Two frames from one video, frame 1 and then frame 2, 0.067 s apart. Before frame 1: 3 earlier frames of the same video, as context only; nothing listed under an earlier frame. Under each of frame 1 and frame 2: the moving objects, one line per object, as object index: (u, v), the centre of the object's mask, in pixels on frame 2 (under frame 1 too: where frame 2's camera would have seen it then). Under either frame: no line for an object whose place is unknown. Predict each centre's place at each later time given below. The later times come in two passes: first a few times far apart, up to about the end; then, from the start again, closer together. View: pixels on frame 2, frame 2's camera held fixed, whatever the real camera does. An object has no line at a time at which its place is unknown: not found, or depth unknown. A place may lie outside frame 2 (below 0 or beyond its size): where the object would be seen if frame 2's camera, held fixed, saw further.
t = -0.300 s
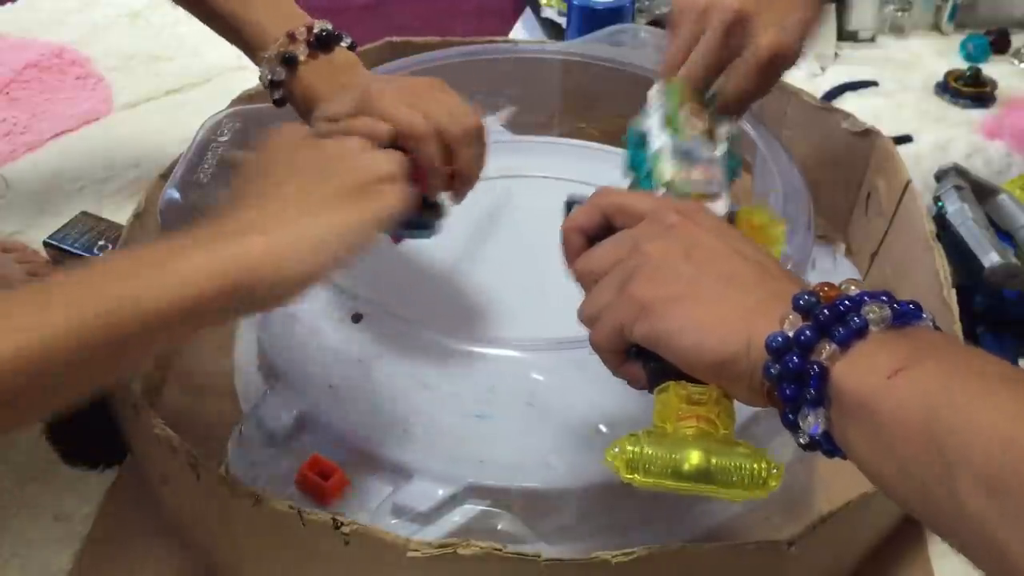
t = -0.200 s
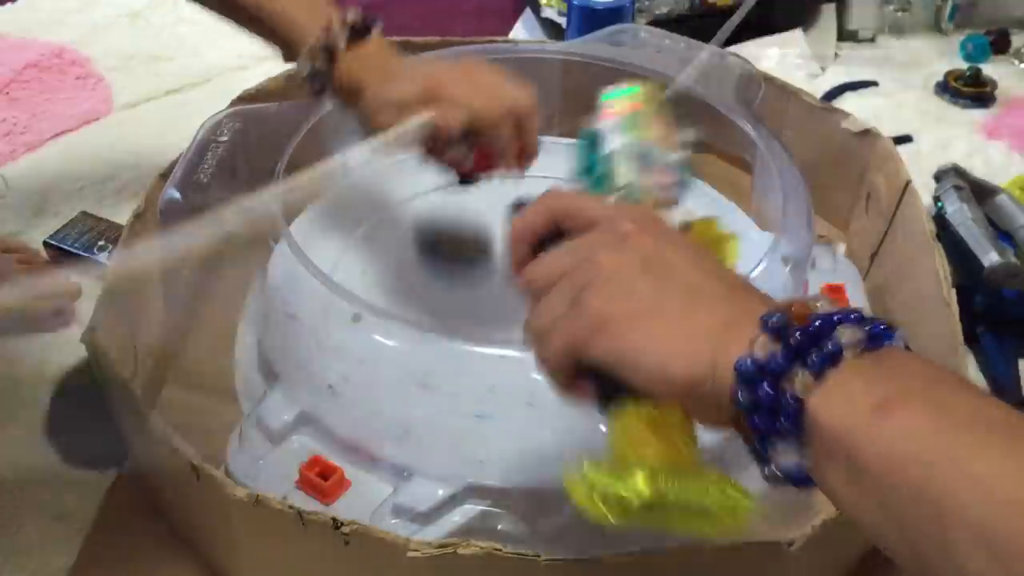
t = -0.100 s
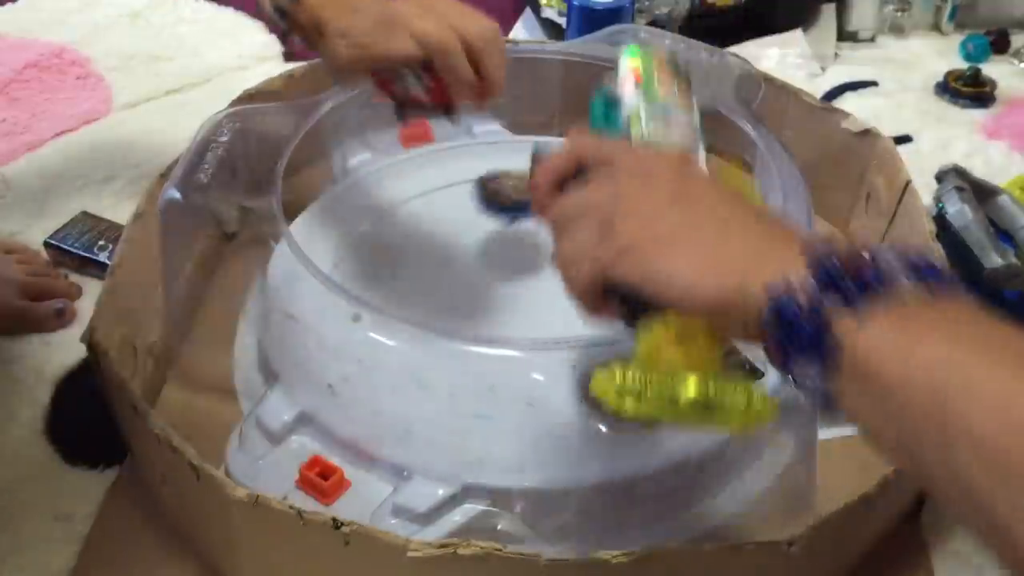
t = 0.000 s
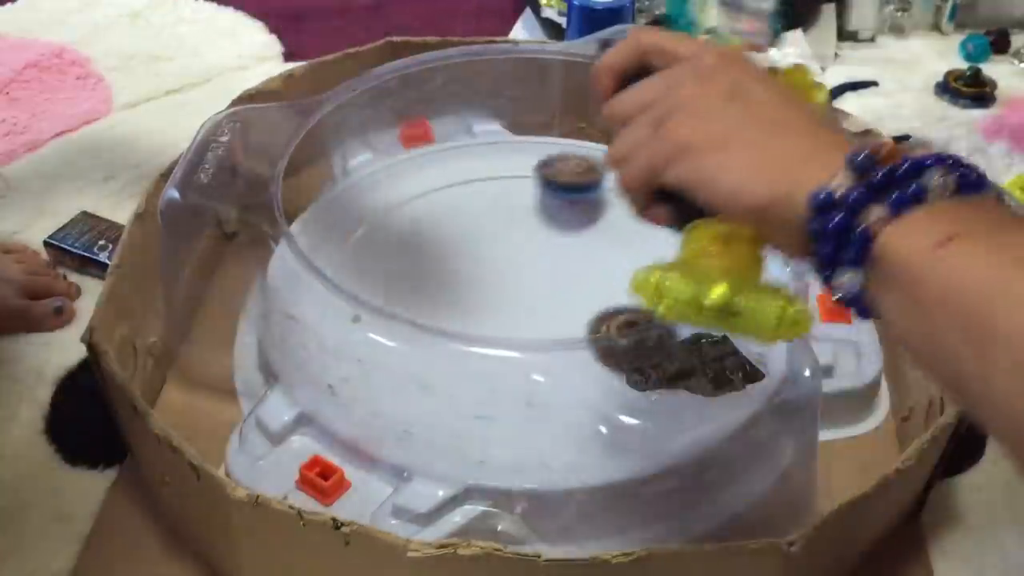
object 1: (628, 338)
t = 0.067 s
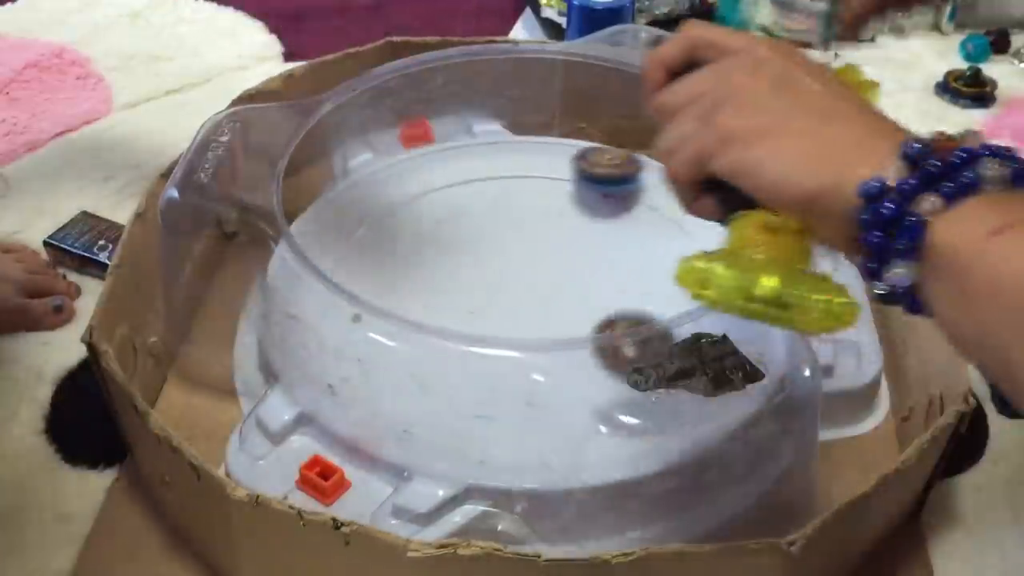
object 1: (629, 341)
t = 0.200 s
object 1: (618, 299)
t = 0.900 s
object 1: (595, 381)
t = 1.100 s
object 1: (756, 257)
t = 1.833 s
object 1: (558, 416)
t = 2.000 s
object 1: (750, 343)
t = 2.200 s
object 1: (597, 239)
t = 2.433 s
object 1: (453, 168)
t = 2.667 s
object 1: (321, 198)
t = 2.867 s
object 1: (312, 261)
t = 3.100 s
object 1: (475, 311)
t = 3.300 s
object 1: (504, 210)
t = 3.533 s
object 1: (450, 186)
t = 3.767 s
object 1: (474, 247)
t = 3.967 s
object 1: (562, 263)
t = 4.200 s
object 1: (580, 251)
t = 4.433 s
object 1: (557, 236)
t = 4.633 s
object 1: (518, 170)
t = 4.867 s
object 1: (500, 248)
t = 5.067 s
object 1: (581, 234)
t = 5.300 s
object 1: (575, 238)
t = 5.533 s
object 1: (582, 261)
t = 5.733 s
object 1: (578, 289)
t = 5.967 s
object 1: (631, 308)
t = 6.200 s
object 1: (592, 308)
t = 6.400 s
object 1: (569, 324)
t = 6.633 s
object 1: (568, 331)
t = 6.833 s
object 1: (530, 355)
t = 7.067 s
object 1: (503, 340)
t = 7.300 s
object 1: (491, 338)
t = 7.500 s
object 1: (513, 317)
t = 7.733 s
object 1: (539, 336)
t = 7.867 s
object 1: (531, 341)
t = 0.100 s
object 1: (623, 375)
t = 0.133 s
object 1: (627, 342)
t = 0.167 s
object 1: (623, 310)
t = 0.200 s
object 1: (618, 299)
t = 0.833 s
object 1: (498, 391)
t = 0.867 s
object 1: (545, 396)
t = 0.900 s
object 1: (595, 381)
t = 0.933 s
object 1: (634, 390)
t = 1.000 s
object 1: (725, 324)
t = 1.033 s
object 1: (747, 313)
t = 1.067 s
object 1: (764, 283)
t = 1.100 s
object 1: (756, 257)
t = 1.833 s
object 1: (558, 416)
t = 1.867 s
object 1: (611, 414)
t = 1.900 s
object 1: (654, 413)
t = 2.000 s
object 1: (750, 343)
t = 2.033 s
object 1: (724, 323)
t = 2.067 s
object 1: (699, 308)
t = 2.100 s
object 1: (675, 290)
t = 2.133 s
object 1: (652, 274)
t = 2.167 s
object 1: (625, 256)
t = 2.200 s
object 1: (597, 239)
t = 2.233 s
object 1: (569, 220)
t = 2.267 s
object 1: (555, 198)
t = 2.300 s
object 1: (537, 181)
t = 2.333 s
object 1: (518, 169)
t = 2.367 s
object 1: (496, 161)
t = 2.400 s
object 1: (474, 157)
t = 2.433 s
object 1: (453, 168)
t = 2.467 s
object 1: (436, 178)
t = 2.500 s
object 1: (419, 194)
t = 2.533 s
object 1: (407, 211)
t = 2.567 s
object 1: (398, 230)
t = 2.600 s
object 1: (361, 215)
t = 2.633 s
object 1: (341, 200)
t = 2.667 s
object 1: (321, 198)
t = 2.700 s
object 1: (312, 212)
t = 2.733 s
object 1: (297, 221)
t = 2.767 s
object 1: (292, 225)
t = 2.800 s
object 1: (291, 236)
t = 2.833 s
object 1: (299, 248)
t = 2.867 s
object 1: (312, 261)
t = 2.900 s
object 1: (325, 272)
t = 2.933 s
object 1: (340, 288)
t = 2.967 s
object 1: (359, 299)
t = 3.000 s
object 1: (392, 297)
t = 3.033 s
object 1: (419, 305)
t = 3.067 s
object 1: (445, 309)
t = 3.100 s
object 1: (475, 311)
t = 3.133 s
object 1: (499, 306)
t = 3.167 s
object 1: (503, 284)
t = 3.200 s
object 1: (505, 263)
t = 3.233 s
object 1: (506, 242)
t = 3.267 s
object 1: (506, 225)
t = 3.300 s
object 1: (504, 210)
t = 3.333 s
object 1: (501, 198)
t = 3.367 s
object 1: (495, 188)
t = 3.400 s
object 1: (488, 182)
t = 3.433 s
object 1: (479, 179)
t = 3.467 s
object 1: (470, 179)
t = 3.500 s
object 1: (458, 182)
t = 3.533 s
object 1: (450, 186)
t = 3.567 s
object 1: (443, 194)
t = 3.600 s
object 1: (437, 202)
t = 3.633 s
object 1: (435, 210)
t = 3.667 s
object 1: (439, 218)
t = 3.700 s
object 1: (448, 229)
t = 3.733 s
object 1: (459, 239)
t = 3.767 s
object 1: (474, 247)
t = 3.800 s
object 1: (490, 254)
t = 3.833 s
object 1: (508, 259)
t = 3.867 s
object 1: (524, 262)
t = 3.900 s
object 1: (539, 263)
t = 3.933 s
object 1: (552, 263)
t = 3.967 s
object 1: (562, 263)
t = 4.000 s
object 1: (568, 264)
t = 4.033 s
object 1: (573, 264)
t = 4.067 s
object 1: (579, 263)
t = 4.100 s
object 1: (582, 259)
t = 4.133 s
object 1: (583, 255)
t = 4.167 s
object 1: (582, 252)
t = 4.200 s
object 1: (580, 251)
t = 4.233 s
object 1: (576, 251)
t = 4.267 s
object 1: (572, 252)
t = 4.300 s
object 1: (569, 255)
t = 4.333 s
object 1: (567, 257)
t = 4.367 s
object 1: (565, 260)
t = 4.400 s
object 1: (563, 260)
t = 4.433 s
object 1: (557, 236)
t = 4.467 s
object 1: (552, 212)
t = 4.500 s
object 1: (546, 194)
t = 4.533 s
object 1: (539, 181)
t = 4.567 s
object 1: (532, 173)
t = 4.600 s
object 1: (524, 170)
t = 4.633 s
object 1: (518, 170)
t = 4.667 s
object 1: (513, 174)
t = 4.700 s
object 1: (509, 183)
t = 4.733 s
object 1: (505, 194)
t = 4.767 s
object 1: (500, 208)
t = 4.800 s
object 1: (494, 225)
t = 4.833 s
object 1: (490, 244)
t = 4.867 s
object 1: (500, 248)
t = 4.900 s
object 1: (520, 242)
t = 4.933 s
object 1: (539, 238)
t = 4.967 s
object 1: (555, 236)
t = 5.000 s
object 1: (566, 236)
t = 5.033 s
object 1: (575, 235)
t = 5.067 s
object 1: (581, 234)
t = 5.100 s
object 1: (584, 233)
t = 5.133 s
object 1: (585, 233)
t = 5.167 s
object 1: (585, 234)
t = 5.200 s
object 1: (583, 234)
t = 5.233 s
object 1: (580, 235)
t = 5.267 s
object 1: (578, 237)
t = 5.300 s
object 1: (575, 238)
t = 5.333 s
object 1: (574, 241)
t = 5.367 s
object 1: (573, 244)
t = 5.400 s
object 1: (574, 247)
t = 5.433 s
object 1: (575, 251)
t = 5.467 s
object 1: (577, 255)
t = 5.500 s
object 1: (580, 258)
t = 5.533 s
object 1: (582, 261)
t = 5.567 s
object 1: (585, 268)
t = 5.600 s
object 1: (587, 273)
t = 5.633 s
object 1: (586, 279)
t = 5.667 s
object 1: (584, 283)
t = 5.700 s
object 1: (580, 286)
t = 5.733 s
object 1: (578, 289)
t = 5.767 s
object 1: (578, 293)
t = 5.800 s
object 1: (591, 298)
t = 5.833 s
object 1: (609, 303)
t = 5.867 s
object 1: (622, 305)
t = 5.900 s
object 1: (631, 306)
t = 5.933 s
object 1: (634, 307)
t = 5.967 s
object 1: (631, 308)
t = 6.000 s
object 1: (626, 308)
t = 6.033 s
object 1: (619, 308)
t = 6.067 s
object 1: (613, 308)
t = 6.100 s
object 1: (607, 308)
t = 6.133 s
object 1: (601, 308)
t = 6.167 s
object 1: (597, 307)
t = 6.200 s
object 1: (592, 308)
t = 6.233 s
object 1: (586, 308)
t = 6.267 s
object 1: (578, 310)
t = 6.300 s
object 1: (572, 313)
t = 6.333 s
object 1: (568, 318)
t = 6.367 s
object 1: (568, 322)
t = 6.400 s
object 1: (569, 324)
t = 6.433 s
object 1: (568, 336)
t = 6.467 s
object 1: (568, 336)
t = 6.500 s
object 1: (568, 336)
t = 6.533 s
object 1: (571, 334)
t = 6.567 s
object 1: (573, 333)
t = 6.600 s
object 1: (573, 332)
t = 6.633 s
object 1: (568, 331)
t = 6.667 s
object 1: (561, 331)
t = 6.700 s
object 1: (551, 331)
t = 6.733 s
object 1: (543, 329)
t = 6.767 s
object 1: (538, 337)
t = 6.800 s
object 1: (534, 348)
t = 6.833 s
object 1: (530, 355)
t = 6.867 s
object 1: (527, 359)
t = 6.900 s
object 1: (525, 358)
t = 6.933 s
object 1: (520, 358)
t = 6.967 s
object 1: (514, 355)
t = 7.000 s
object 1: (510, 351)
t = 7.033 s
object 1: (506, 345)
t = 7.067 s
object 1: (503, 340)
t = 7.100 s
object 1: (504, 329)
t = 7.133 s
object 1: (505, 318)
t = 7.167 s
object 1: (506, 315)
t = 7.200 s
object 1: (503, 317)
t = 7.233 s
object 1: (497, 338)
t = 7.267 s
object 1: (493, 341)
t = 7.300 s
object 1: (491, 338)
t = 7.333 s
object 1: (491, 338)
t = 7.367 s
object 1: (492, 338)
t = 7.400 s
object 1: (495, 337)
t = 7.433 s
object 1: (501, 337)
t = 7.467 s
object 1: (506, 319)
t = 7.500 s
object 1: (513, 317)
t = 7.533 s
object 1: (518, 315)
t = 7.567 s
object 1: (522, 313)
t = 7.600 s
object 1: (523, 317)
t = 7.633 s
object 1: (526, 322)
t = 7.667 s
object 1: (530, 324)
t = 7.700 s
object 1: (533, 325)
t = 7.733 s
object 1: (539, 336)
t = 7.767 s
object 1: (537, 341)
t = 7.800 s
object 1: (537, 342)
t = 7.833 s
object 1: (534, 343)
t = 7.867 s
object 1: (531, 341)
